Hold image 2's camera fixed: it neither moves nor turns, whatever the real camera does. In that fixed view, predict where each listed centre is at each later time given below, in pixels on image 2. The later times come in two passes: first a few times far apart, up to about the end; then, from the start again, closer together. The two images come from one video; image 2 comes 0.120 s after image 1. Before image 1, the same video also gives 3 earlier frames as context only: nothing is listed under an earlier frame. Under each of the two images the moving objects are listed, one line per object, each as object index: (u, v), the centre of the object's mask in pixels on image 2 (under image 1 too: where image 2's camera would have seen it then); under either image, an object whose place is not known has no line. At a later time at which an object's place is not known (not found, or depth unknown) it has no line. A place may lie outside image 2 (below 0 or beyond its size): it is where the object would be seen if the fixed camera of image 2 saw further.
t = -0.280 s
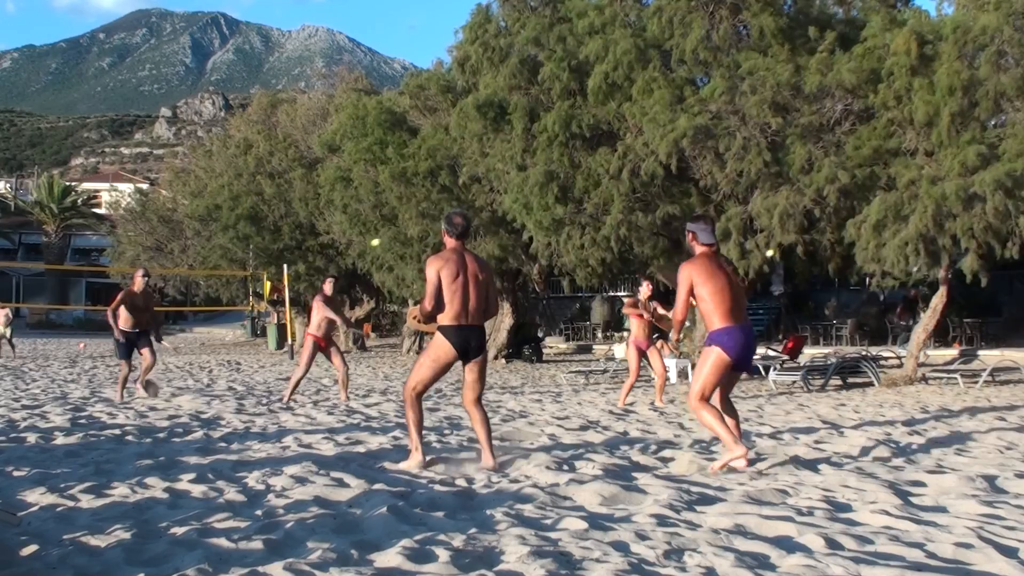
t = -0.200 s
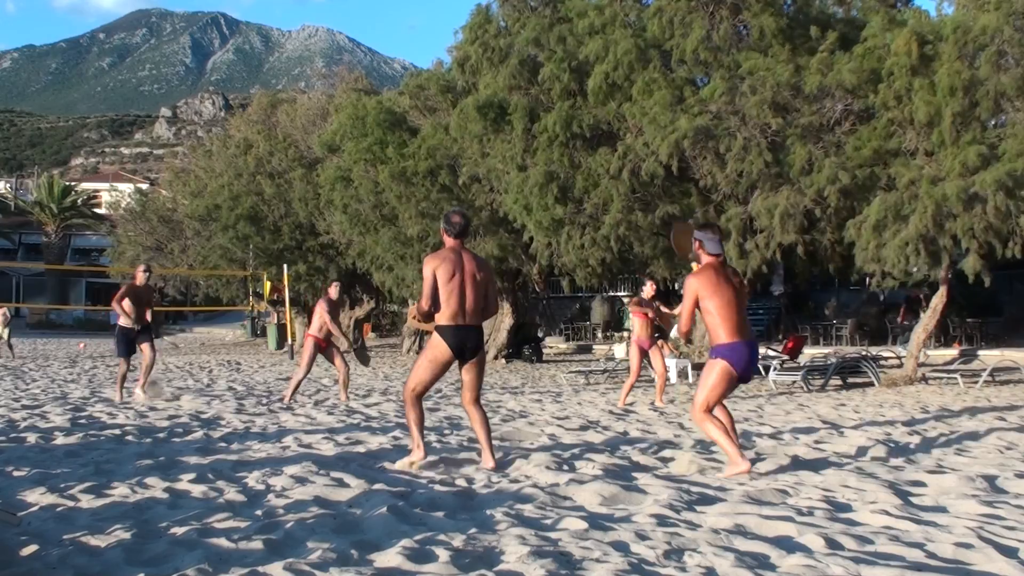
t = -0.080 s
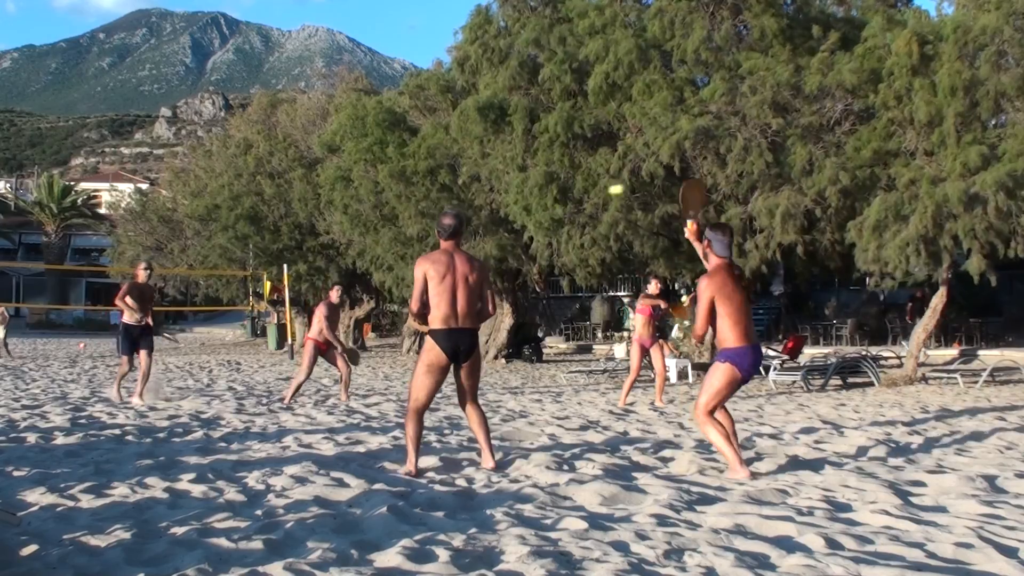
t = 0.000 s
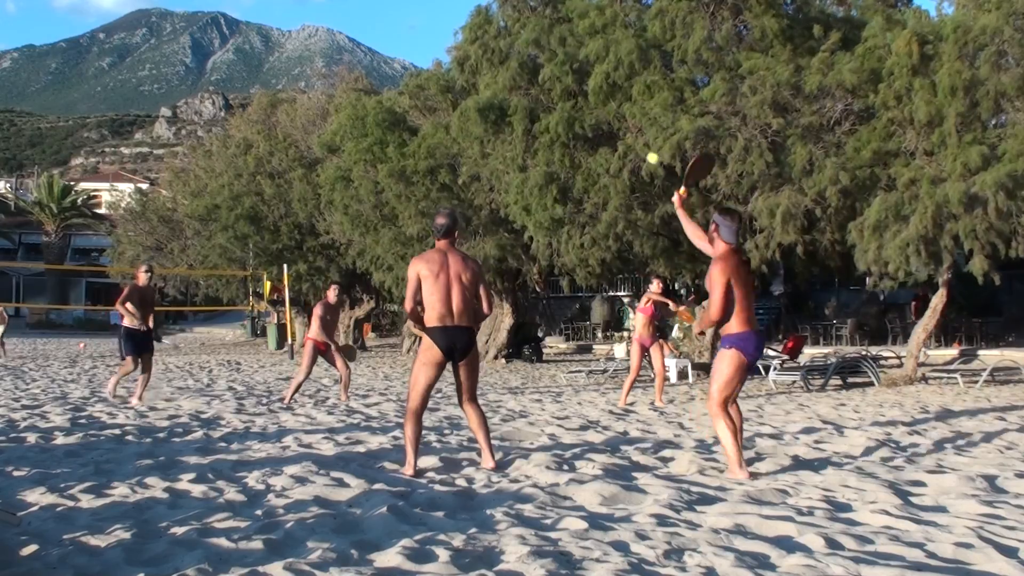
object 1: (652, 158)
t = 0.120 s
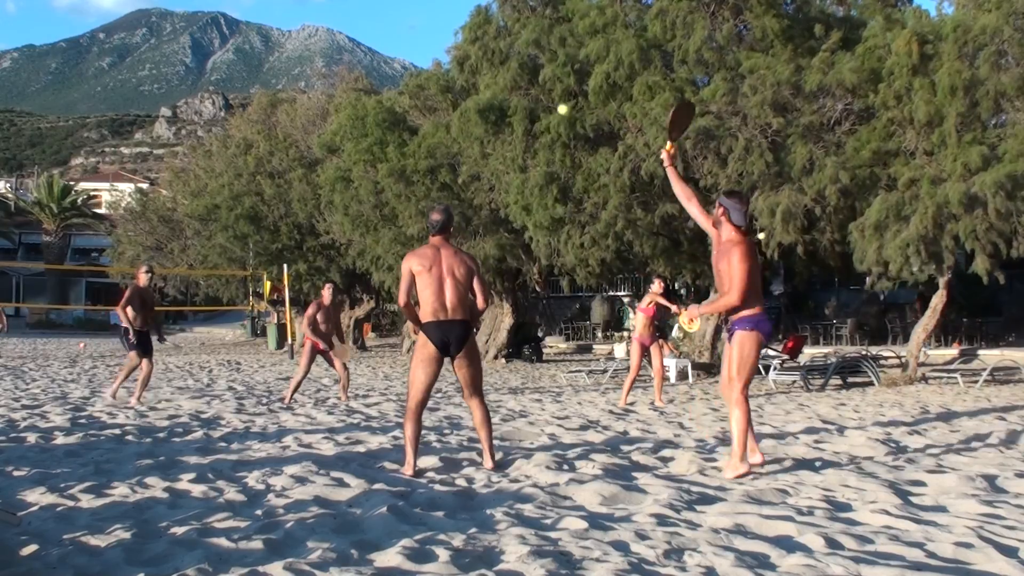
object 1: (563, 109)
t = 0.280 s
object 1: (462, 83)
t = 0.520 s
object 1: (345, 103)
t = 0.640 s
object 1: (298, 133)
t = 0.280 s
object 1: (462, 83)
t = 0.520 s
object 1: (345, 103)
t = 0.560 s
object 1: (329, 111)
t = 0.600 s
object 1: (313, 122)
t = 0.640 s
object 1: (298, 133)
